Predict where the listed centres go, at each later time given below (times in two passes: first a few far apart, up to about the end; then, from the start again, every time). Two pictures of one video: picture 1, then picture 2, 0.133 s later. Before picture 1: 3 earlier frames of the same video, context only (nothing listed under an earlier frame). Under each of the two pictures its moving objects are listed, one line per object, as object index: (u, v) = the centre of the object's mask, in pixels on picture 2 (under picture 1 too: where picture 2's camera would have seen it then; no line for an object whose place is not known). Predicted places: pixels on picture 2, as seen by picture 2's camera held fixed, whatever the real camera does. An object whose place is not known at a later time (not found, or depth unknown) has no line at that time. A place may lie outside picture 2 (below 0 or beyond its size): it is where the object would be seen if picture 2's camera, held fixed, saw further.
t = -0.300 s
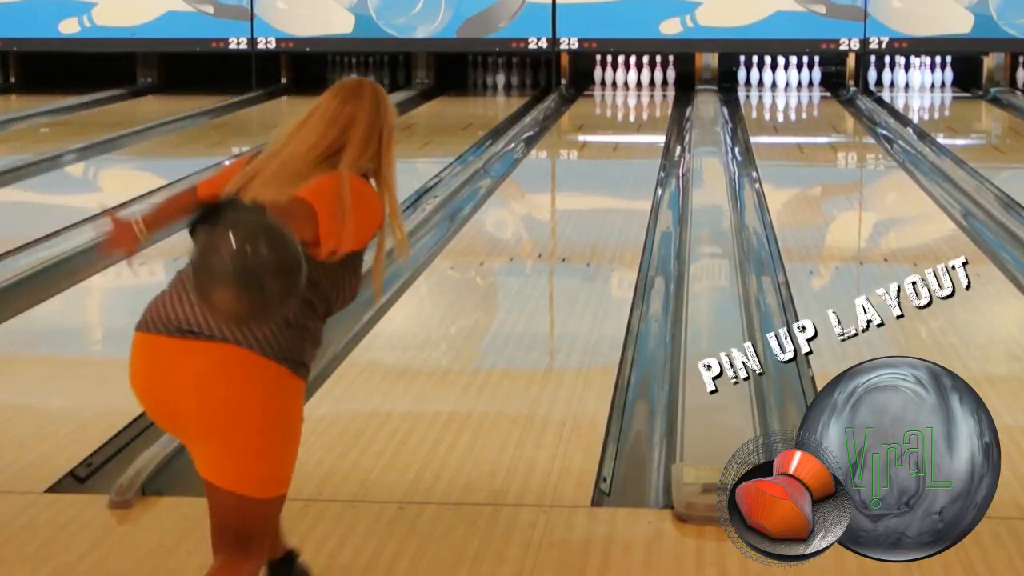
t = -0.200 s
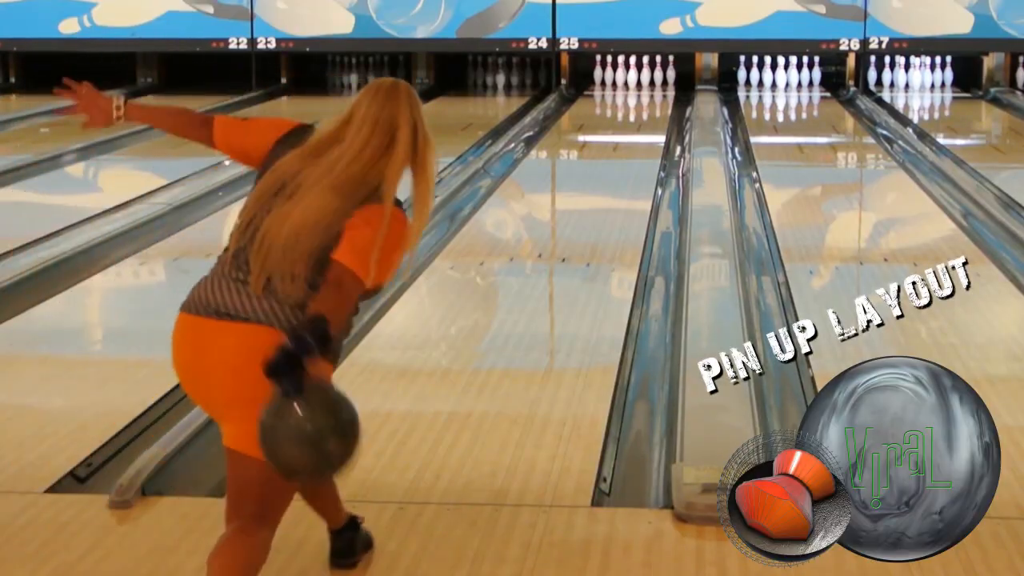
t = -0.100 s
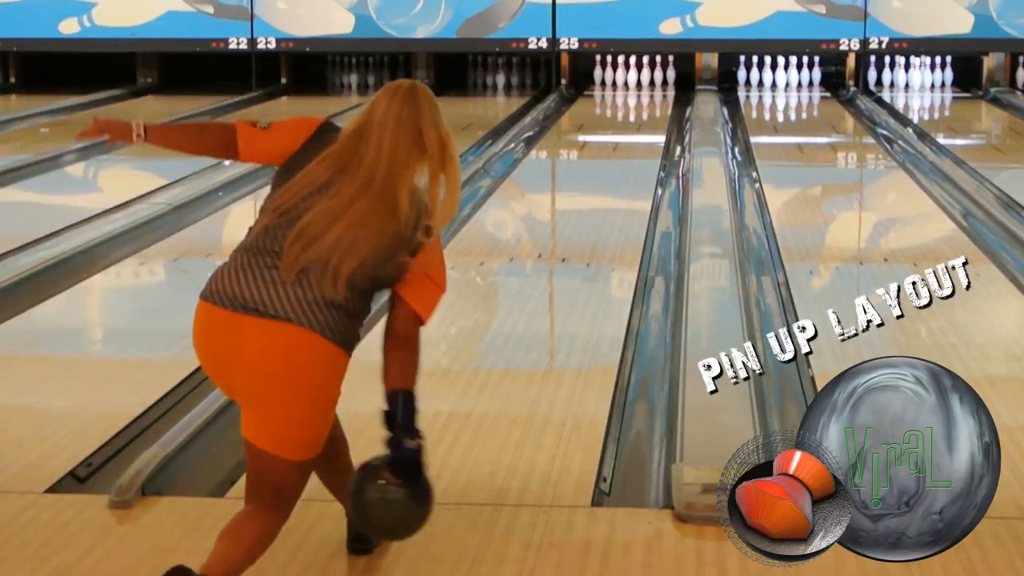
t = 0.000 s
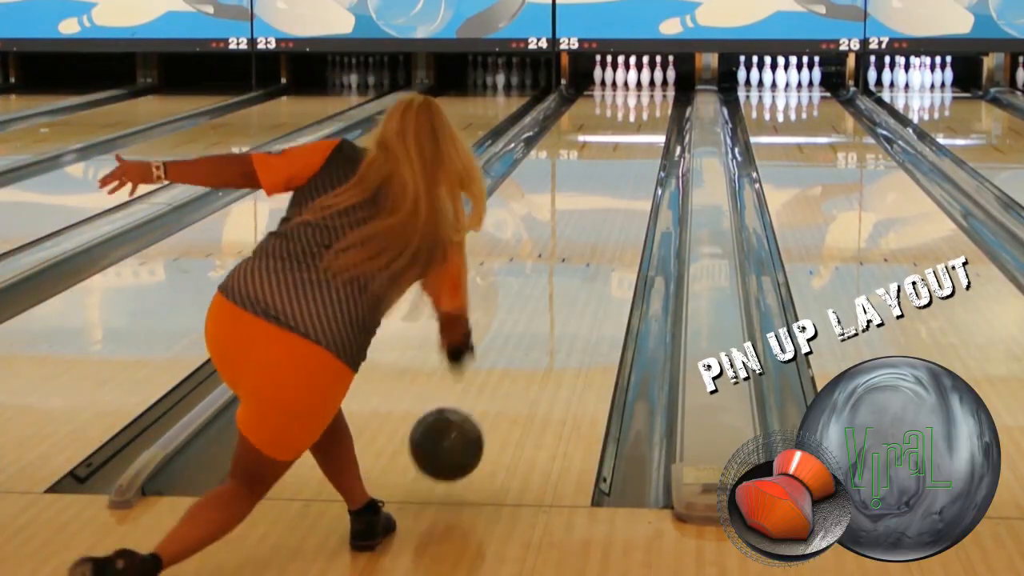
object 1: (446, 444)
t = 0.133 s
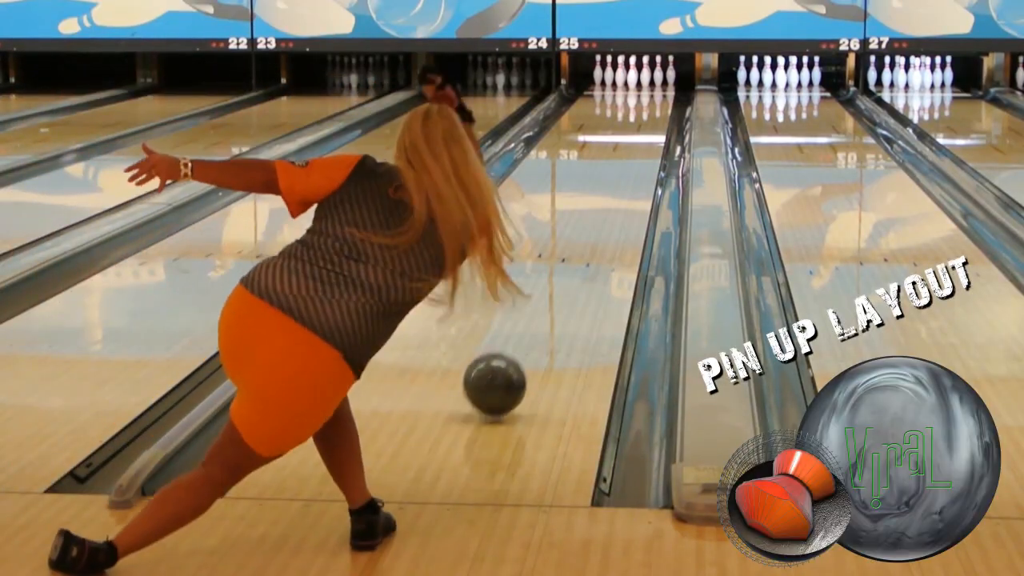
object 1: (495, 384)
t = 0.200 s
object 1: (513, 356)
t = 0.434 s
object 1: (561, 278)
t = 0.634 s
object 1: (589, 232)
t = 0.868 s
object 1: (612, 193)
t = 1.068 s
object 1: (626, 167)
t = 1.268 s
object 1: (636, 147)
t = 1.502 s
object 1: (644, 128)
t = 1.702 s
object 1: (649, 115)
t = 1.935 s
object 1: (651, 102)
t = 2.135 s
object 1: (649, 93)
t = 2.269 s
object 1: (646, 88)
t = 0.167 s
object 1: (504, 368)
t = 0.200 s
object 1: (513, 356)
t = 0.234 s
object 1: (522, 343)
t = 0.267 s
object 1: (529, 330)
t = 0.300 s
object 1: (537, 318)
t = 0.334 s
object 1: (544, 307)
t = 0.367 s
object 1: (550, 297)
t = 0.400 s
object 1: (556, 287)
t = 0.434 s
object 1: (561, 278)
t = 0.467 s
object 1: (567, 269)
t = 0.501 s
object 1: (572, 261)
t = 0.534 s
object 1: (577, 253)
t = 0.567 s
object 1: (581, 245)
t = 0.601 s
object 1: (585, 239)
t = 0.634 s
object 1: (589, 232)
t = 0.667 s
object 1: (593, 226)
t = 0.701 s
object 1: (596, 219)
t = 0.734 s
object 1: (600, 213)
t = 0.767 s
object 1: (603, 208)
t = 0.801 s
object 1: (606, 203)
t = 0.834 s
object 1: (609, 197)
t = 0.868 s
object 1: (612, 193)
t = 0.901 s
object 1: (614, 188)
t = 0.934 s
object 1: (617, 183)
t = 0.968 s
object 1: (619, 179)
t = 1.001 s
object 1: (621, 175)
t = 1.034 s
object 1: (624, 171)
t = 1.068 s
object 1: (626, 167)
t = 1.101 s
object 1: (627, 164)
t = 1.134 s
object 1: (629, 160)
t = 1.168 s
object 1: (631, 157)
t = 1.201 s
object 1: (633, 153)
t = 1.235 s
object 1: (634, 150)
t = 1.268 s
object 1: (636, 147)
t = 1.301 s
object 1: (637, 144)
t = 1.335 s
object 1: (639, 141)
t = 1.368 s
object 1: (640, 139)
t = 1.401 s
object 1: (641, 136)
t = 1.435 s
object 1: (642, 133)
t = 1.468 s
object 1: (643, 130)
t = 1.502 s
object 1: (644, 128)
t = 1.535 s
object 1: (645, 126)
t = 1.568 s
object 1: (646, 123)
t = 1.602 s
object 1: (647, 121)
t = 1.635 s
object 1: (648, 119)
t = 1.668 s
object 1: (649, 117)
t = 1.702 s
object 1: (649, 115)
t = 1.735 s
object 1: (650, 113)
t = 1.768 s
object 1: (650, 111)
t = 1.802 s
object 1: (650, 109)
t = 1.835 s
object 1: (651, 107)
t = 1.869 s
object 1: (651, 105)
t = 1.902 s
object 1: (651, 103)
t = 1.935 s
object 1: (651, 102)
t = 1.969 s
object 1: (651, 100)
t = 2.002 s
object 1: (651, 99)
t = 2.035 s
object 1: (650, 98)
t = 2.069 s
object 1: (650, 96)
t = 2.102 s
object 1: (650, 95)
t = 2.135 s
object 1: (649, 93)
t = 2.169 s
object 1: (649, 92)
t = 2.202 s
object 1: (648, 91)
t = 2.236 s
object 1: (648, 89)
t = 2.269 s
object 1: (646, 88)
